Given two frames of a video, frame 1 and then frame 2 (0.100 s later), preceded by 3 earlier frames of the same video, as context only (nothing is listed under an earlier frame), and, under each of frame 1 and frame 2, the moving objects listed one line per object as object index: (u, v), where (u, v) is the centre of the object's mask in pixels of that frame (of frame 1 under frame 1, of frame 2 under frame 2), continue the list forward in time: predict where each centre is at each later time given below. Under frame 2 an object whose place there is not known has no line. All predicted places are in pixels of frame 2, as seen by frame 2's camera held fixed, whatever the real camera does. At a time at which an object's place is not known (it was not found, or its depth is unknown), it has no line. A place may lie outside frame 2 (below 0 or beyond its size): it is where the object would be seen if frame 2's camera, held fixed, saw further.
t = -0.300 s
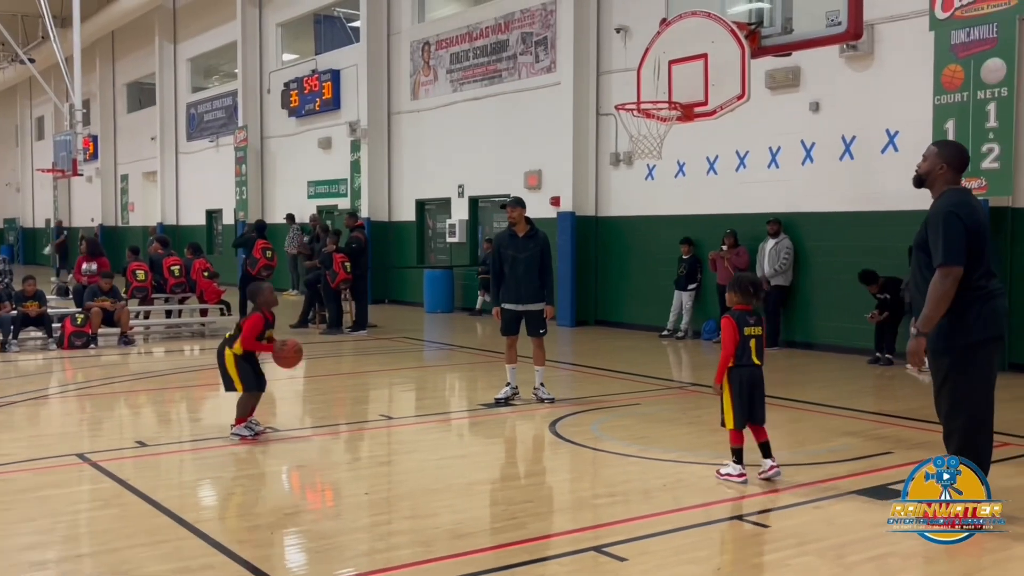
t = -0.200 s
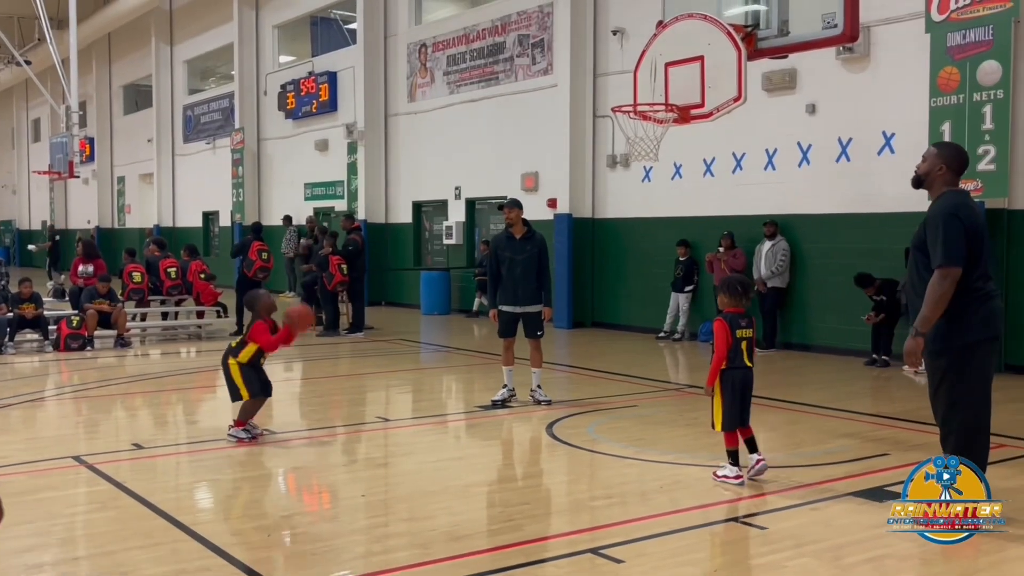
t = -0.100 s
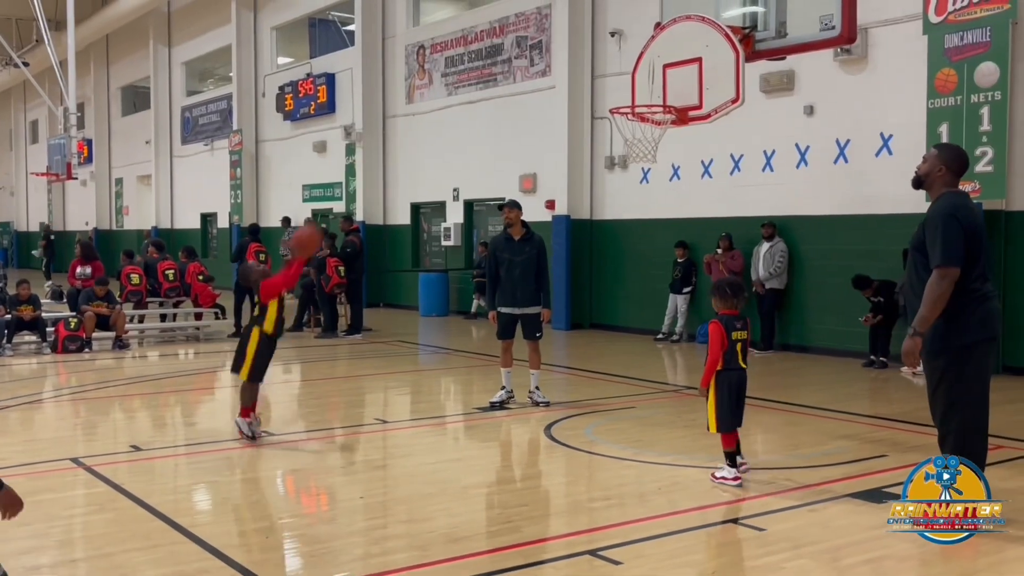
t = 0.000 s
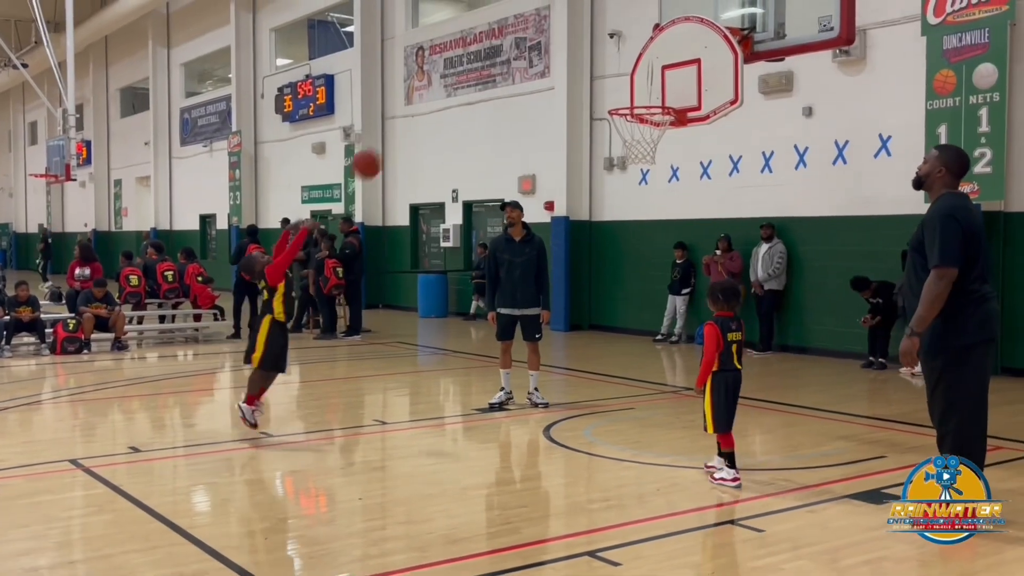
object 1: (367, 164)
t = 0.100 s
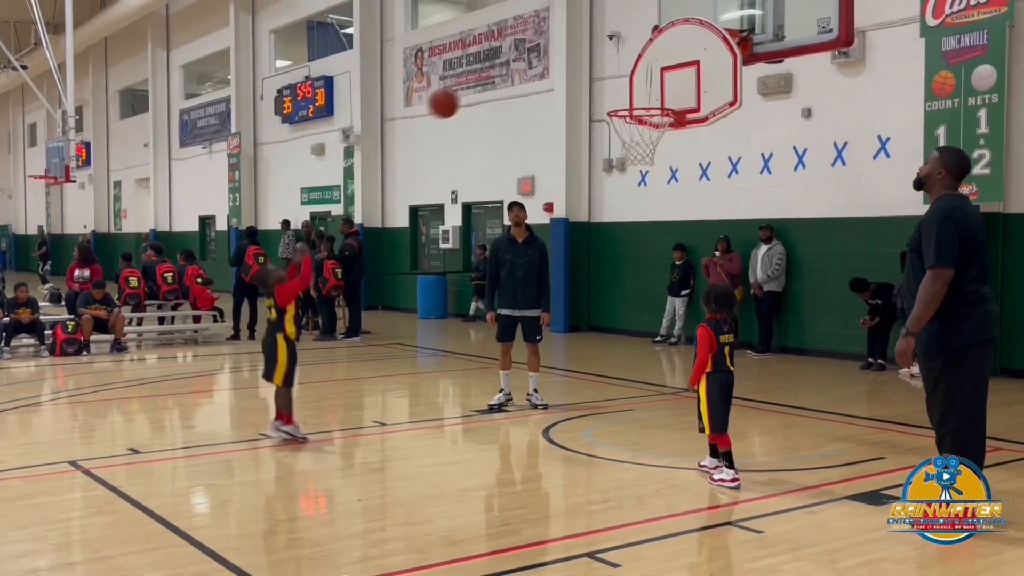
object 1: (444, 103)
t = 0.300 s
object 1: (599, 91)
